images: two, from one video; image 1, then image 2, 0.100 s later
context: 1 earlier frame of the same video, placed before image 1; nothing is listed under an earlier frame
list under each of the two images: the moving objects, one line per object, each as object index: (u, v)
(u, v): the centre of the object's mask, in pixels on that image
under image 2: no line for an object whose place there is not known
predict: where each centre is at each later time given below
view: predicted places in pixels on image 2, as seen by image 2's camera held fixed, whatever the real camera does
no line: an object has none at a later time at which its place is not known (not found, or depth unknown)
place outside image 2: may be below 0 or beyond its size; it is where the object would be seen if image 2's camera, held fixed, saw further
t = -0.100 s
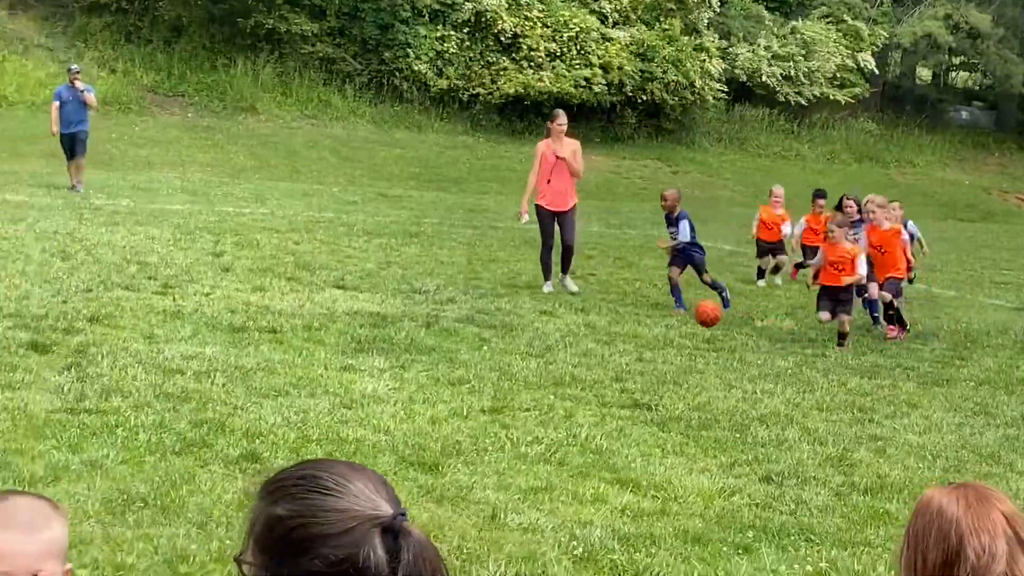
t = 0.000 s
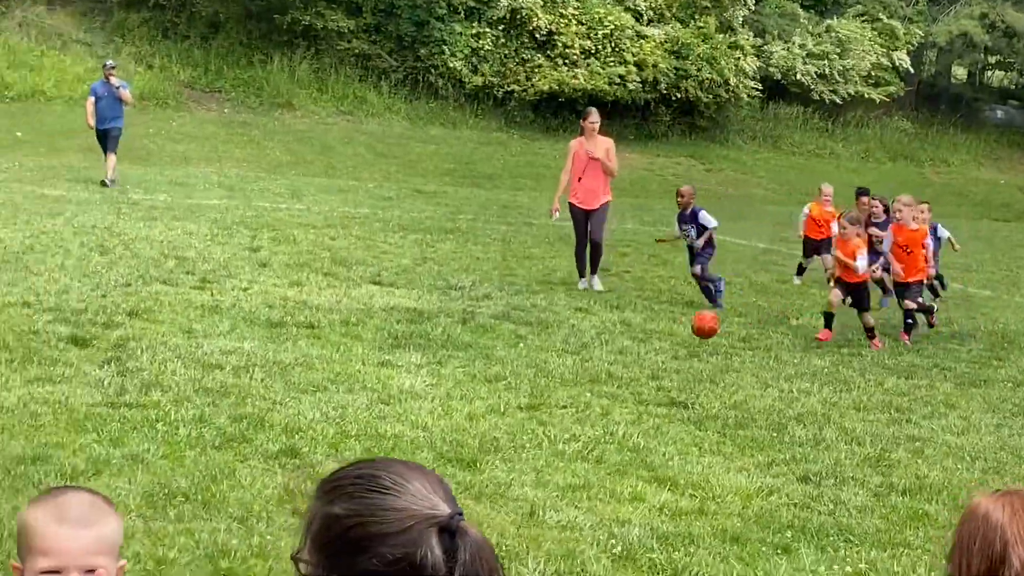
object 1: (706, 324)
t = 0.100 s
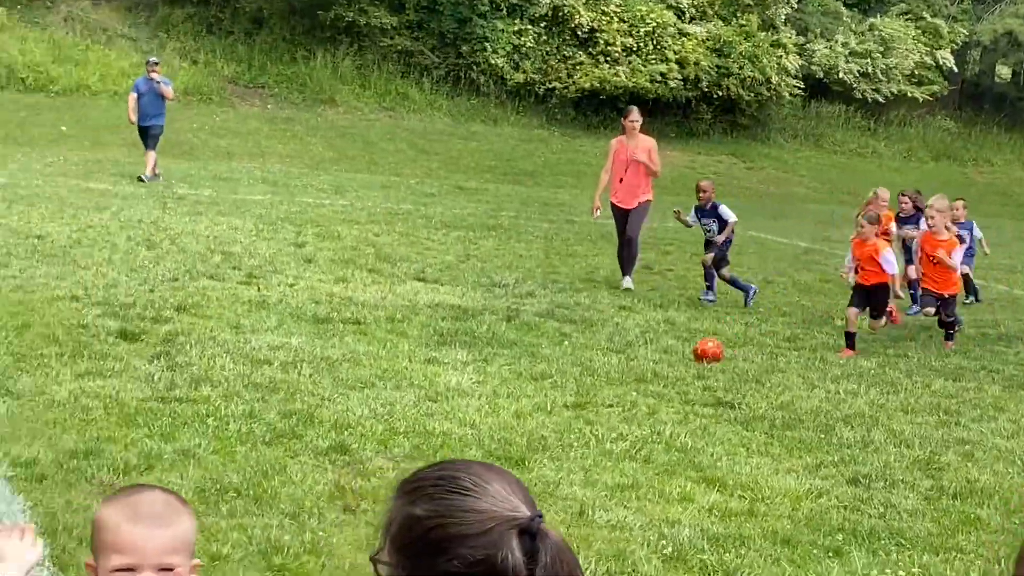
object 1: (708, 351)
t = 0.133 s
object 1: (694, 350)
